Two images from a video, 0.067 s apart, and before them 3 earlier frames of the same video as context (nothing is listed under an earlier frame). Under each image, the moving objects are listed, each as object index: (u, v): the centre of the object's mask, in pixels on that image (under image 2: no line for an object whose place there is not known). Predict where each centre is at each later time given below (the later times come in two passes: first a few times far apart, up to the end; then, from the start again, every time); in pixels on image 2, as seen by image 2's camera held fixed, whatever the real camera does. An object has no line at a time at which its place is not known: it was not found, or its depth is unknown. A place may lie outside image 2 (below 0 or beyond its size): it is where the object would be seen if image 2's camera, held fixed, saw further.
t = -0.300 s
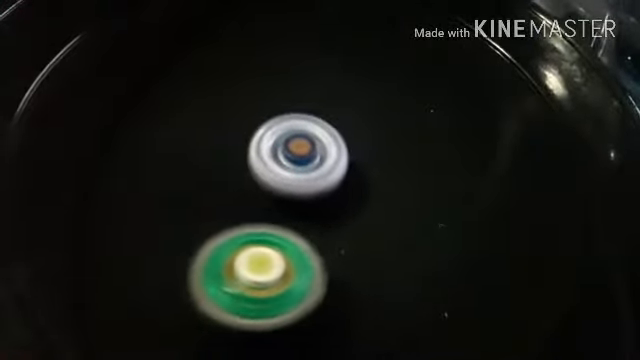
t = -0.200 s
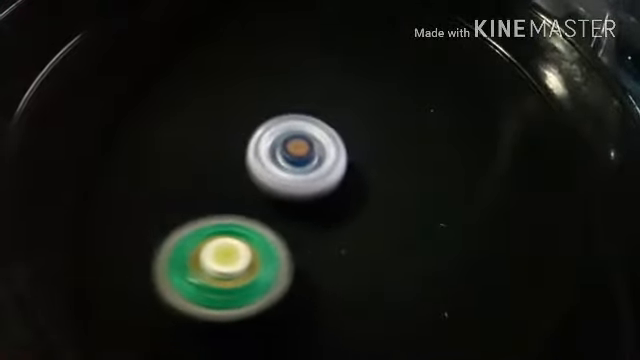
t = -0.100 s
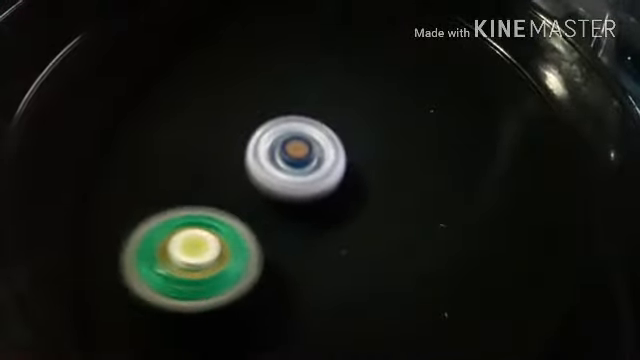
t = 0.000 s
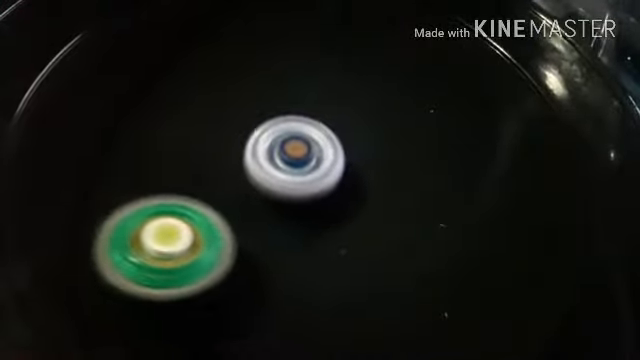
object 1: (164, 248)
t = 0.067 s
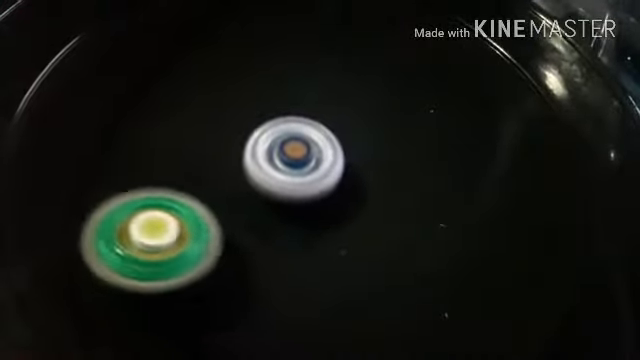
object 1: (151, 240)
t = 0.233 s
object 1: (137, 213)
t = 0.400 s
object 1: (139, 173)
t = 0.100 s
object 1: (146, 236)
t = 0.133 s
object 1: (142, 231)
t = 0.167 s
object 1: (139, 226)
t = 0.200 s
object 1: (138, 220)
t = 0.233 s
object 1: (137, 213)
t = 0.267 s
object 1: (138, 205)
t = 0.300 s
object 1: (139, 197)
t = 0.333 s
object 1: (139, 189)
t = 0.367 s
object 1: (139, 181)
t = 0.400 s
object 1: (139, 173)
